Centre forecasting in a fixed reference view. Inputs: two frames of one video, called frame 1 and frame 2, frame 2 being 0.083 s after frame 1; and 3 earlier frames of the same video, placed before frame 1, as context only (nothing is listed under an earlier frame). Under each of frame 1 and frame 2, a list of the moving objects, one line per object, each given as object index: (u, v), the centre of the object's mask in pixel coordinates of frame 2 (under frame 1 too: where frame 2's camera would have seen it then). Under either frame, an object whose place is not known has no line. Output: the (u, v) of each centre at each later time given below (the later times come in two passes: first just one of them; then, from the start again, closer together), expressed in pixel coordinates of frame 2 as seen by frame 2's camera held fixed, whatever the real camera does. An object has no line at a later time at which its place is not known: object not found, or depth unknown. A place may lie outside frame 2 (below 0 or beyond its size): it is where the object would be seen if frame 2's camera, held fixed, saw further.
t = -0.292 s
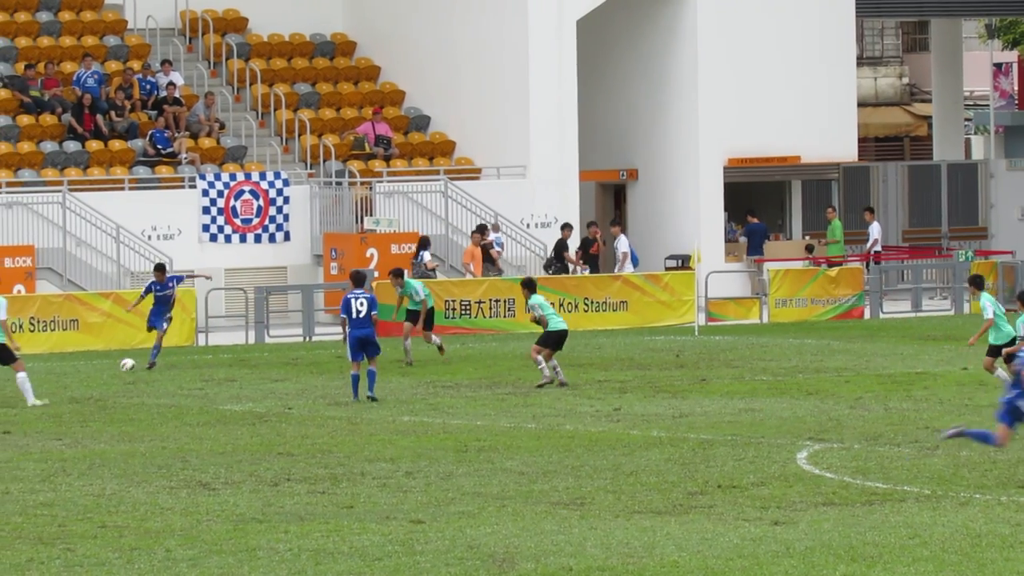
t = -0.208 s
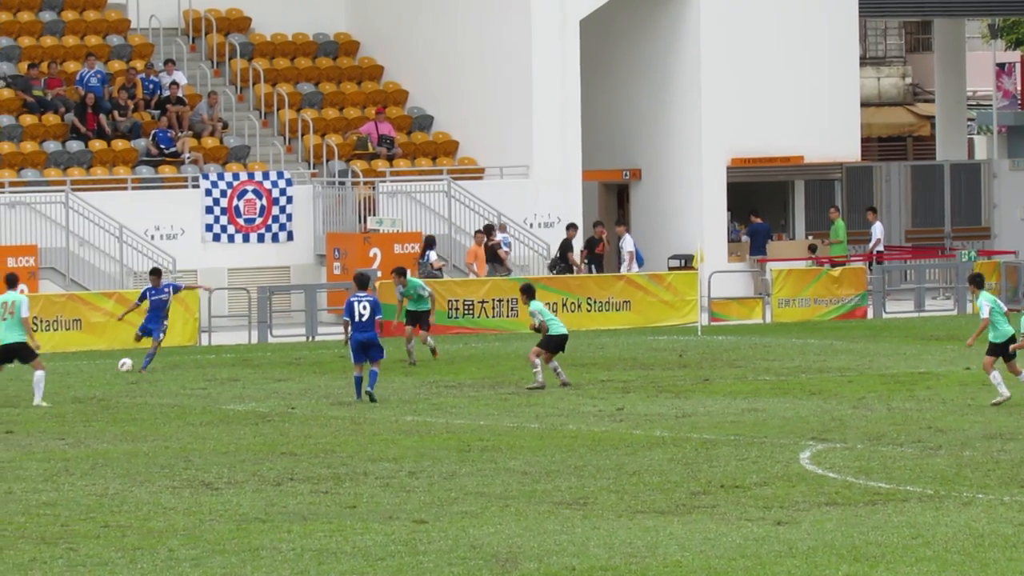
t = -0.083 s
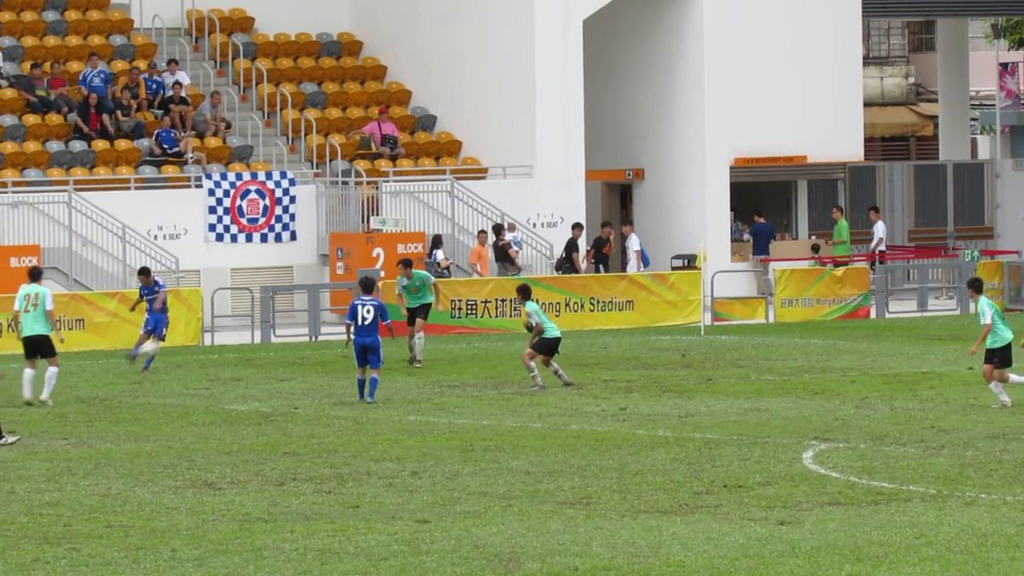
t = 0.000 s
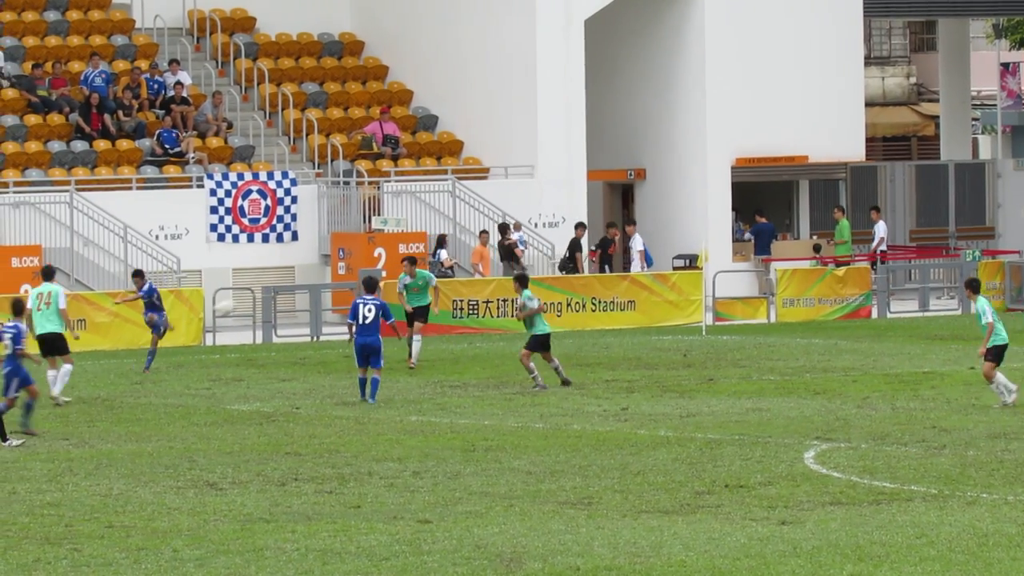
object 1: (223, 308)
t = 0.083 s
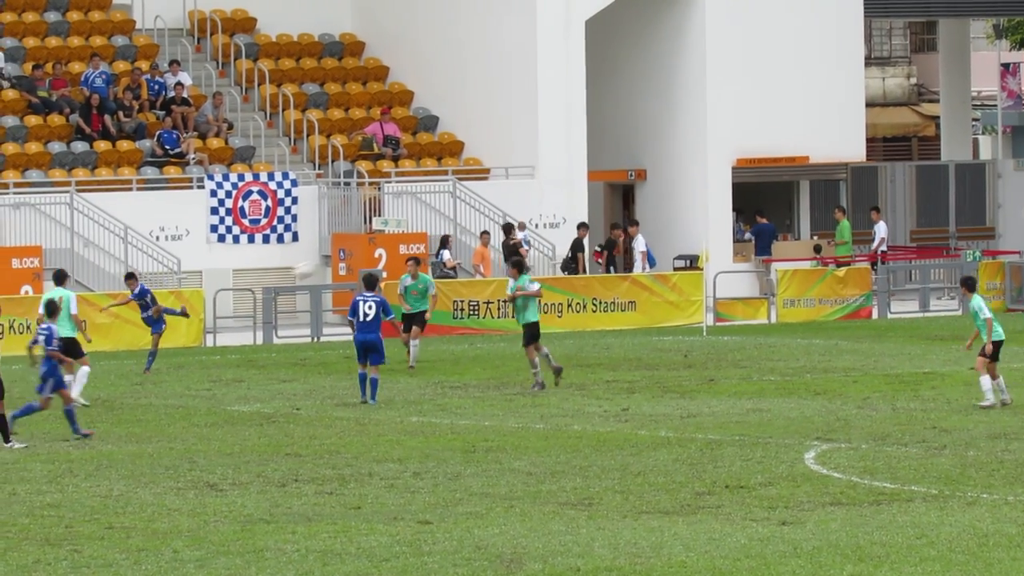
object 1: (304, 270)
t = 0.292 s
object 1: (516, 194)
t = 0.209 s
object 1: (428, 221)
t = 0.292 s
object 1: (516, 194)
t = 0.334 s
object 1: (562, 181)
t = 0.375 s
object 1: (609, 169)
